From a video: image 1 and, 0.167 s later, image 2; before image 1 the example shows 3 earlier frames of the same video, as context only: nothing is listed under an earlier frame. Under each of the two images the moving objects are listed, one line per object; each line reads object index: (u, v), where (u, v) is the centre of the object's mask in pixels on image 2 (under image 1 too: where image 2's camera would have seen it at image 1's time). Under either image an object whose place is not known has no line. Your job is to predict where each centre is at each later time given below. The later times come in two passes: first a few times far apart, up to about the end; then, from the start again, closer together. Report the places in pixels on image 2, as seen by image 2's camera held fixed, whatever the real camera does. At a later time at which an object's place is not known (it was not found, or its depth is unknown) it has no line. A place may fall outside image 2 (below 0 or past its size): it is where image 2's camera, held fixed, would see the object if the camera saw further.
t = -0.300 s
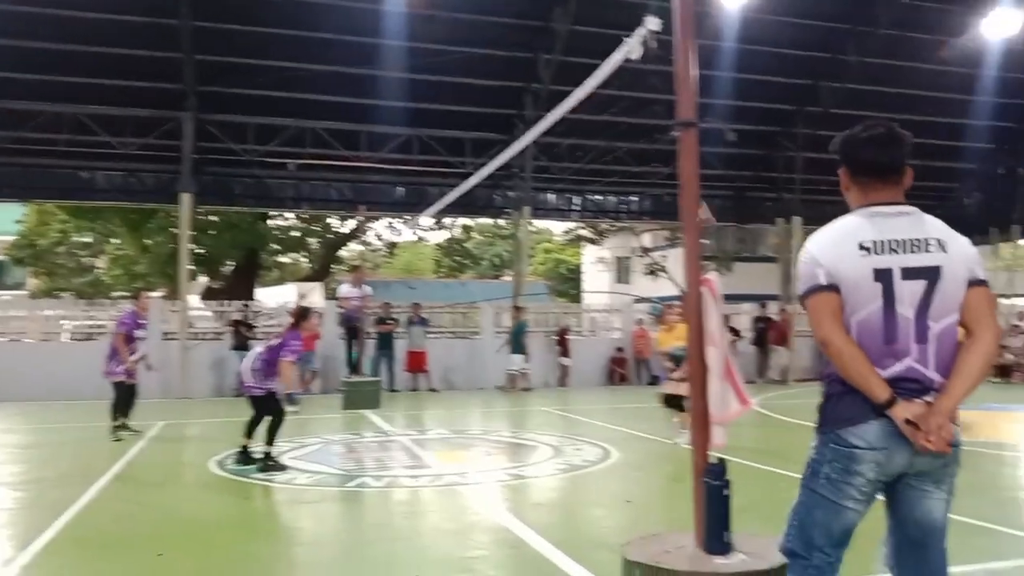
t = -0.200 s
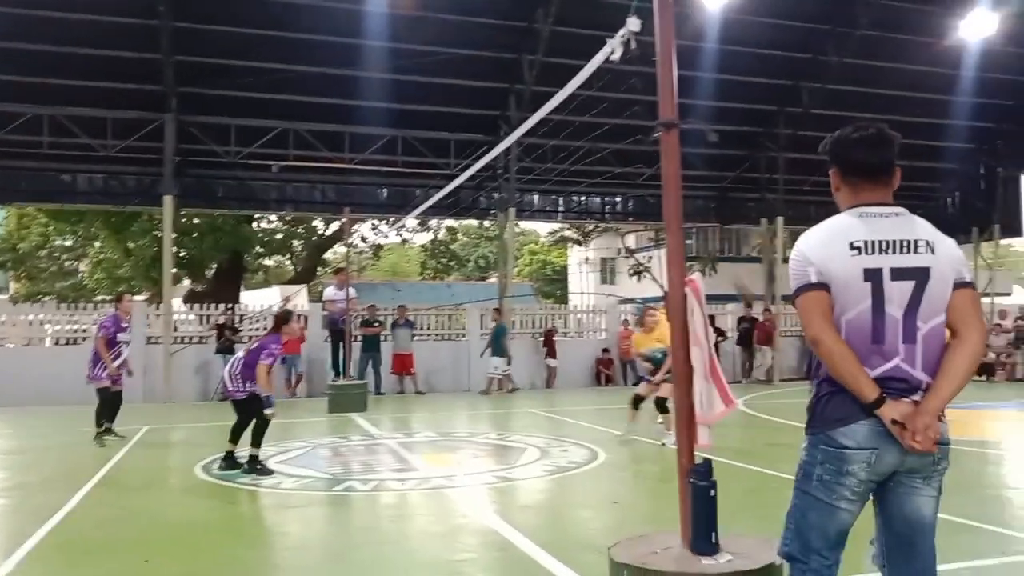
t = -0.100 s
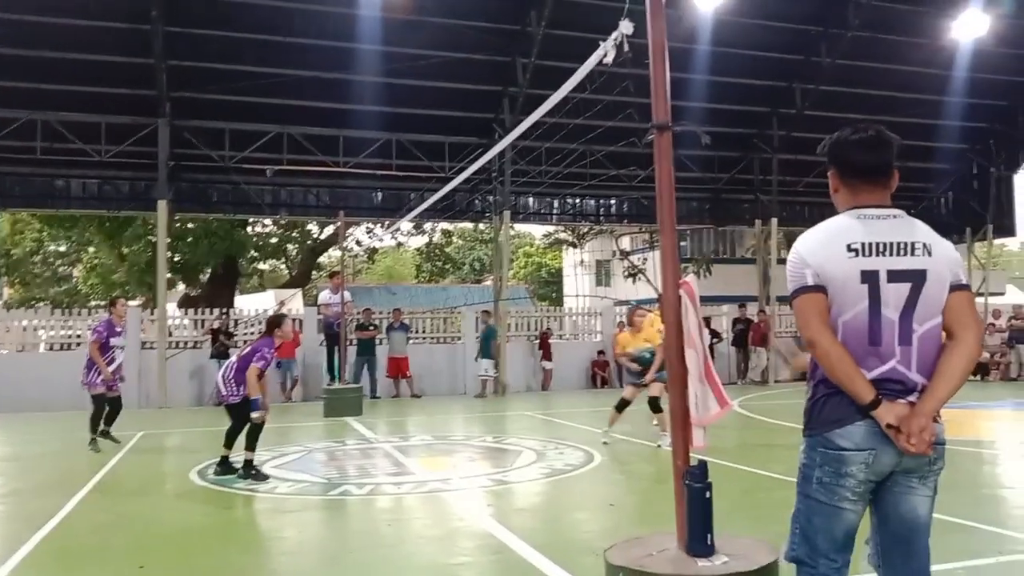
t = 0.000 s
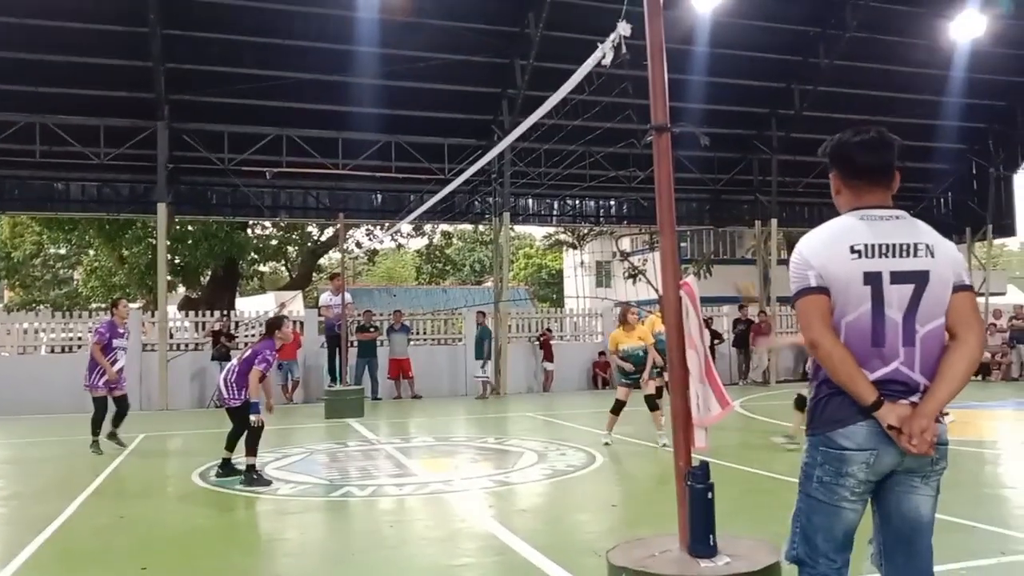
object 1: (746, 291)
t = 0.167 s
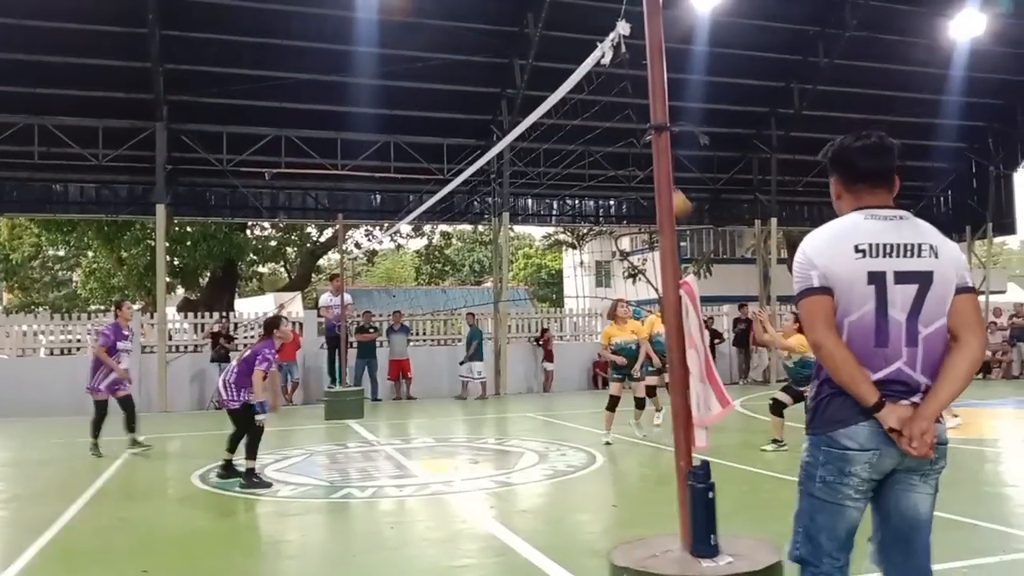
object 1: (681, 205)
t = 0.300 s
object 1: (621, 152)
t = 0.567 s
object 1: (509, 106)
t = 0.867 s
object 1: (388, 142)
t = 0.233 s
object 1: (645, 173)
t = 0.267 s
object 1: (633, 161)
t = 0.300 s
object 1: (621, 152)
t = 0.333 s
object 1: (606, 142)
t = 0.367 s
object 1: (592, 133)
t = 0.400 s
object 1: (578, 126)
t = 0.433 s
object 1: (564, 120)
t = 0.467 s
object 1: (553, 117)
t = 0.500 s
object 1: (531, 106)
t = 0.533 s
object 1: (522, 107)
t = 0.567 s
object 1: (509, 106)
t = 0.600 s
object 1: (496, 105)
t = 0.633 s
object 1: (482, 106)
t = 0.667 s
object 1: (468, 109)
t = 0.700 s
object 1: (455, 112)
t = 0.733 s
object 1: (442, 115)
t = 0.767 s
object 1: (428, 121)
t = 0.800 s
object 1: (415, 126)
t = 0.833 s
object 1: (401, 134)
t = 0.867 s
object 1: (388, 142)
